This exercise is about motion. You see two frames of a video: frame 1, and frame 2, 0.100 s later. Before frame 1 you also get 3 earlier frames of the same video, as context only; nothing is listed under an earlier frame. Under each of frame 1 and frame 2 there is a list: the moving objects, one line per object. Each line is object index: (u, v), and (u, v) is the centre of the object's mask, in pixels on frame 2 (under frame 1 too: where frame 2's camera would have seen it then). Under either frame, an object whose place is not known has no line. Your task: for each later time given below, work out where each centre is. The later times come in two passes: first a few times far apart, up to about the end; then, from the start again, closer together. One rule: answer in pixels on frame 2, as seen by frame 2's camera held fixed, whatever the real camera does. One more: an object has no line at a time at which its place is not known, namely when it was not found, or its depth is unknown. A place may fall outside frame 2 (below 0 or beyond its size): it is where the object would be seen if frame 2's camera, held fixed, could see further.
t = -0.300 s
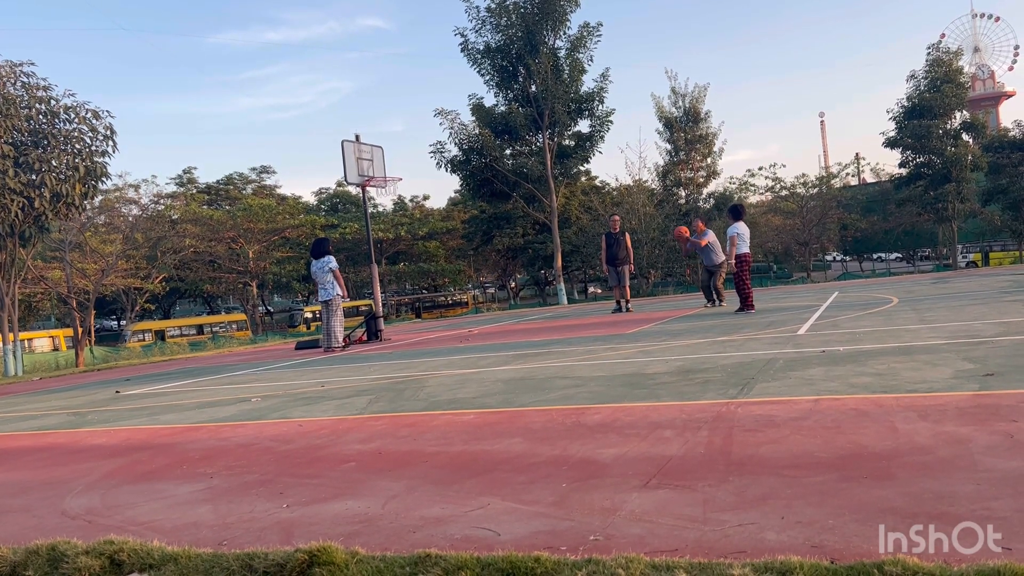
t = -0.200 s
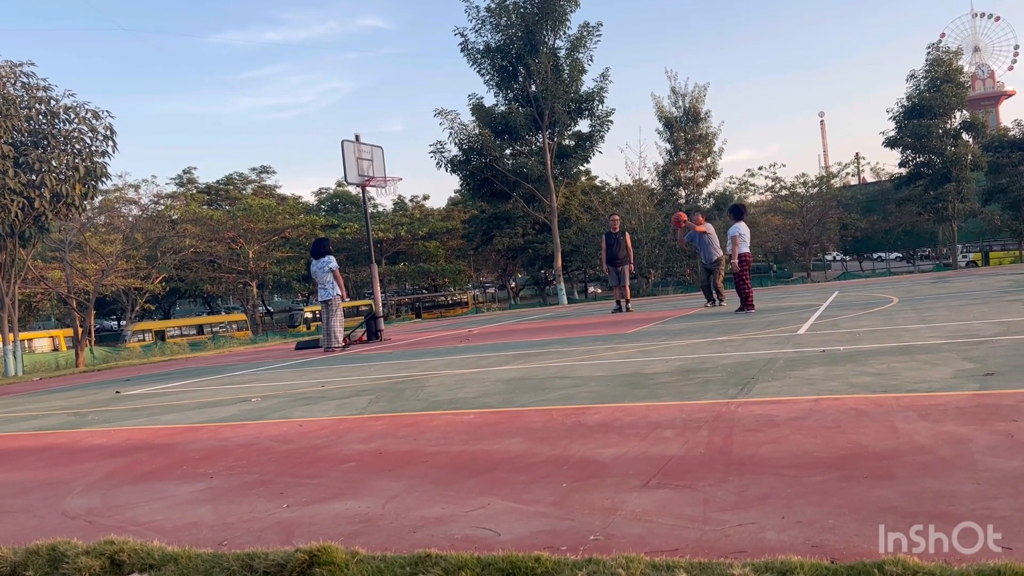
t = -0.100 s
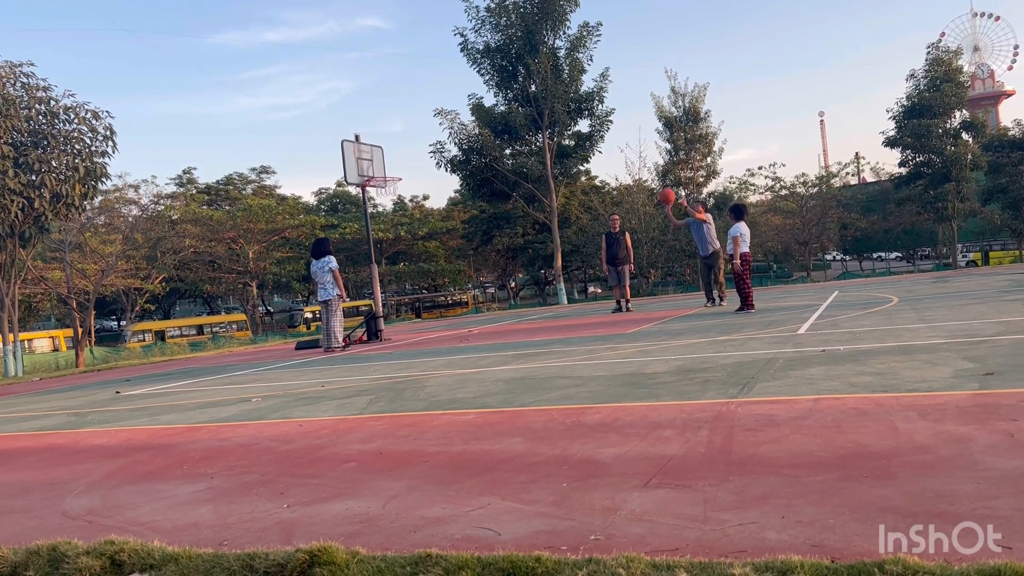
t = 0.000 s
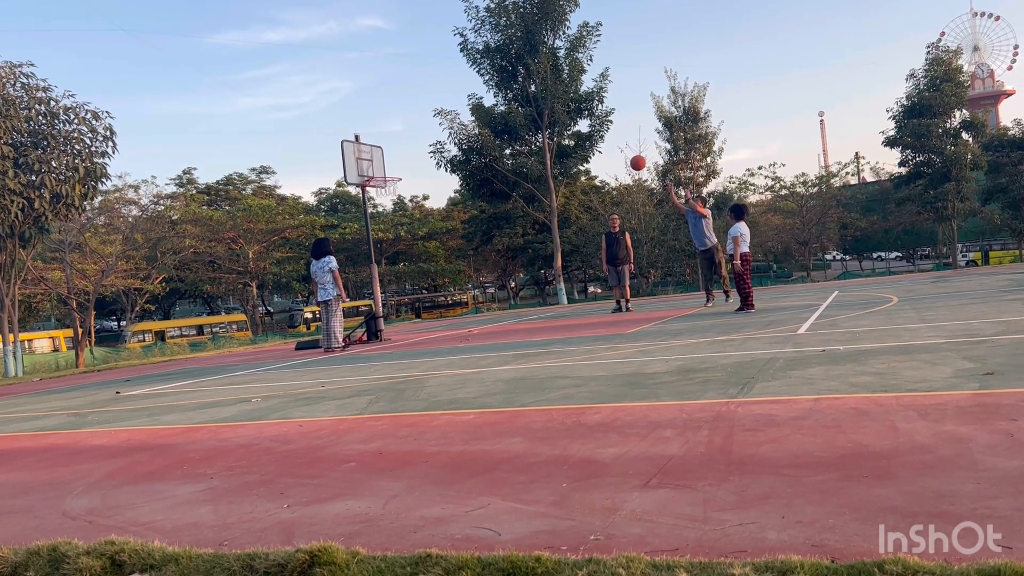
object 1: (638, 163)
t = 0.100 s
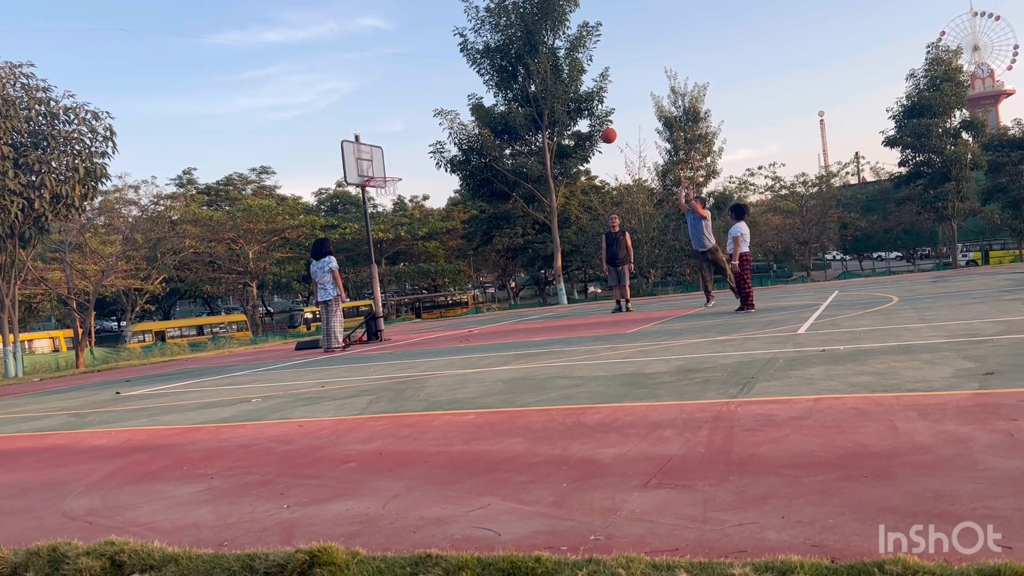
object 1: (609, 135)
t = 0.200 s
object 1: (580, 114)
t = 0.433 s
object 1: (517, 88)
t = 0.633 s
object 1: (466, 95)
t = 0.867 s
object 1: (410, 135)
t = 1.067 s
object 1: (385, 176)
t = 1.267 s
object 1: (387, 178)
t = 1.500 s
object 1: (377, 202)
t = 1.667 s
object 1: (371, 241)
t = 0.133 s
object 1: (599, 127)
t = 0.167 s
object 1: (590, 120)
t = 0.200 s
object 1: (580, 114)
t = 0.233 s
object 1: (571, 108)
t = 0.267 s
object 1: (562, 103)
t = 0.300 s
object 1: (553, 99)
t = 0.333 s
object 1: (544, 95)
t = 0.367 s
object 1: (535, 92)
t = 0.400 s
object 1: (526, 90)
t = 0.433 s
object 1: (517, 88)
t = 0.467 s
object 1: (509, 88)
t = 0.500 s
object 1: (500, 88)
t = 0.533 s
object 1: (492, 89)
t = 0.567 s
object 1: (483, 90)
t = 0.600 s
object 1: (475, 92)
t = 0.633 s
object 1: (466, 95)
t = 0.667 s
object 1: (458, 99)
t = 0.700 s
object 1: (450, 103)
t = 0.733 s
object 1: (442, 108)
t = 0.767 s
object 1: (434, 113)
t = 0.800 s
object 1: (426, 120)
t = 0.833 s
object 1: (418, 127)
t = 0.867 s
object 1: (410, 135)
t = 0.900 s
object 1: (402, 144)
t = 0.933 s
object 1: (395, 153)
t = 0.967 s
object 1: (387, 163)
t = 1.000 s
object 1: (380, 173)
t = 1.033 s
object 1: (381, 176)
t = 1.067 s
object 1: (385, 176)
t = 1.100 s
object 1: (387, 176)
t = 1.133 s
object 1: (390, 175)
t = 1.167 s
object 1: (391, 176)
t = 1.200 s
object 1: (390, 175)
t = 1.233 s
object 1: (388, 176)
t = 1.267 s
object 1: (387, 178)
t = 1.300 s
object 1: (386, 180)
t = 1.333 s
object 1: (385, 181)
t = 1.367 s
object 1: (383, 185)
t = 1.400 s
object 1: (381, 188)
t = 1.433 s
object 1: (379, 192)
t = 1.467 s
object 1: (378, 197)
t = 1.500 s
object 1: (377, 202)
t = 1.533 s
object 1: (375, 209)
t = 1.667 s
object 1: (371, 241)
